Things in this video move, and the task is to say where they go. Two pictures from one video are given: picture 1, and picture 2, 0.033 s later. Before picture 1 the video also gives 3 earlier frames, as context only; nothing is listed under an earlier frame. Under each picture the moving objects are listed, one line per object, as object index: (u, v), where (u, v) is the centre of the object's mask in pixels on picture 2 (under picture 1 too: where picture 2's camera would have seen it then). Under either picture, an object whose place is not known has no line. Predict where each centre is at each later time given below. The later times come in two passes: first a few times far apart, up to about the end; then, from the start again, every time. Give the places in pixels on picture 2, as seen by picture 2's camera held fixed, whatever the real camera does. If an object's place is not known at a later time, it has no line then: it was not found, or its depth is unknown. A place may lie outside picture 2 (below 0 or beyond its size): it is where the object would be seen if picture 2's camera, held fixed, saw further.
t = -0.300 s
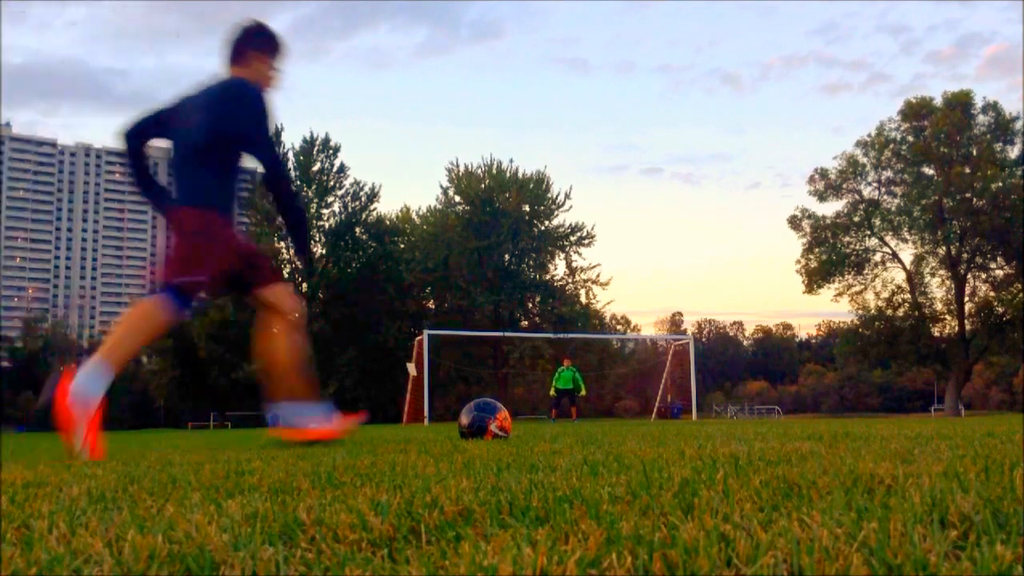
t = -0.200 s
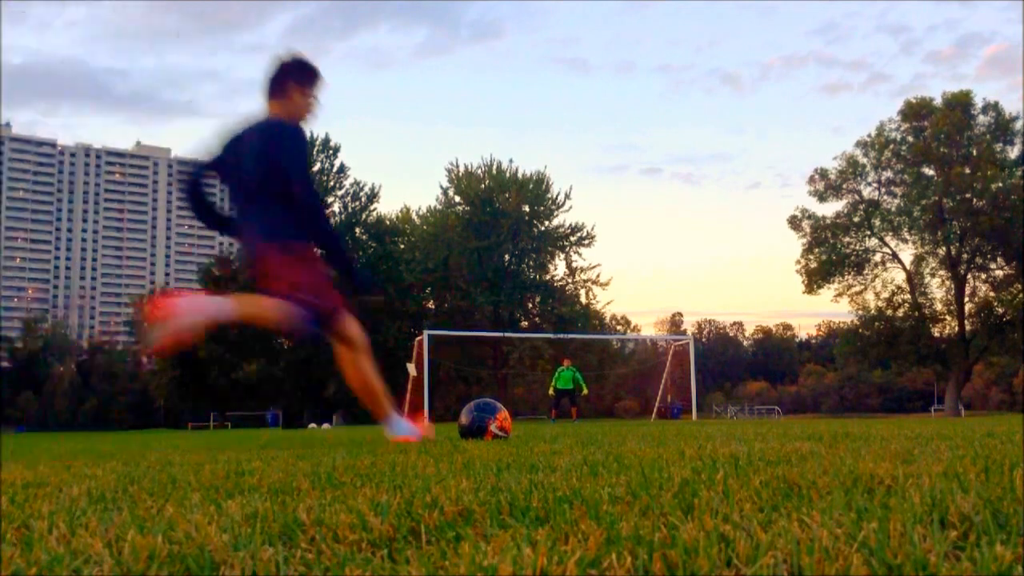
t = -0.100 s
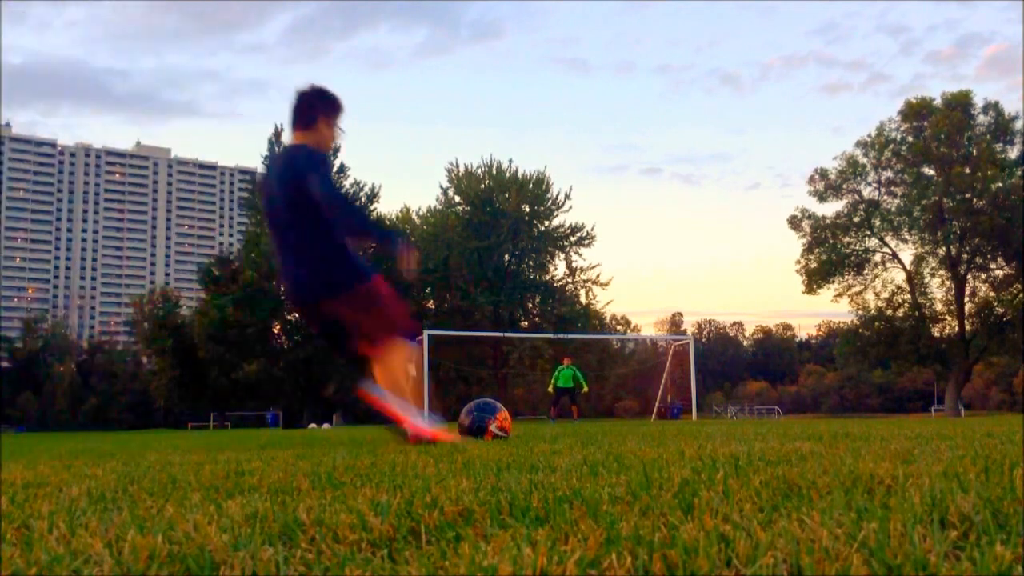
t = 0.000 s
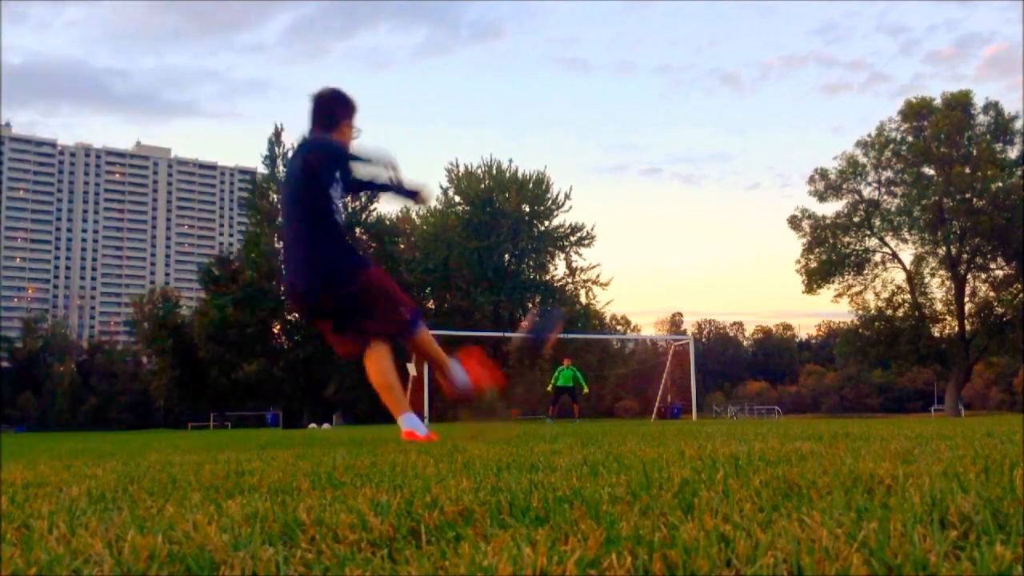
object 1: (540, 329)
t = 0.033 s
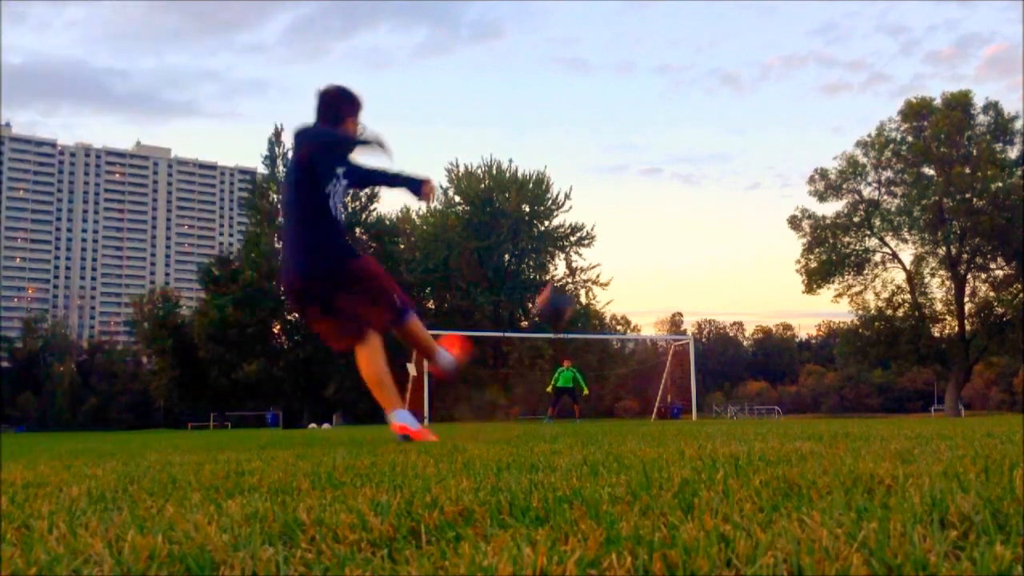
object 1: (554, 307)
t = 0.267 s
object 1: (615, 225)
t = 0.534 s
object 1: (641, 237)
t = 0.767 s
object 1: (646, 272)
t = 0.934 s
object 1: (645, 307)
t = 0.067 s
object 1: (565, 282)
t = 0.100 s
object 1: (581, 262)
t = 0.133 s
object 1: (590, 249)
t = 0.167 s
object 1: (597, 240)
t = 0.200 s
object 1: (605, 233)
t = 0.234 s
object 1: (610, 228)
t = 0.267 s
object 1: (615, 225)
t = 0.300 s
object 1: (619, 224)
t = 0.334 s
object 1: (623, 224)
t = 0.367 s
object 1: (627, 224)
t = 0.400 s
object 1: (630, 226)
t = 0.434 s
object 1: (633, 228)
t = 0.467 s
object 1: (636, 231)
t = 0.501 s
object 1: (638, 234)
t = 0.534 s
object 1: (641, 237)
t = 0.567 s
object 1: (642, 241)
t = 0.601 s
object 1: (644, 246)
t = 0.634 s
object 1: (645, 251)
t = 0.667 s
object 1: (646, 256)
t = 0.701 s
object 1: (646, 261)
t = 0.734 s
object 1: (646, 267)
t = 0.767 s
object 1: (646, 272)
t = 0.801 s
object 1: (646, 278)
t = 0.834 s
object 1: (646, 284)
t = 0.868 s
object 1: (646, 292)
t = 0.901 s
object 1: (645, 299)
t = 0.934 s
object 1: (645, 307)
